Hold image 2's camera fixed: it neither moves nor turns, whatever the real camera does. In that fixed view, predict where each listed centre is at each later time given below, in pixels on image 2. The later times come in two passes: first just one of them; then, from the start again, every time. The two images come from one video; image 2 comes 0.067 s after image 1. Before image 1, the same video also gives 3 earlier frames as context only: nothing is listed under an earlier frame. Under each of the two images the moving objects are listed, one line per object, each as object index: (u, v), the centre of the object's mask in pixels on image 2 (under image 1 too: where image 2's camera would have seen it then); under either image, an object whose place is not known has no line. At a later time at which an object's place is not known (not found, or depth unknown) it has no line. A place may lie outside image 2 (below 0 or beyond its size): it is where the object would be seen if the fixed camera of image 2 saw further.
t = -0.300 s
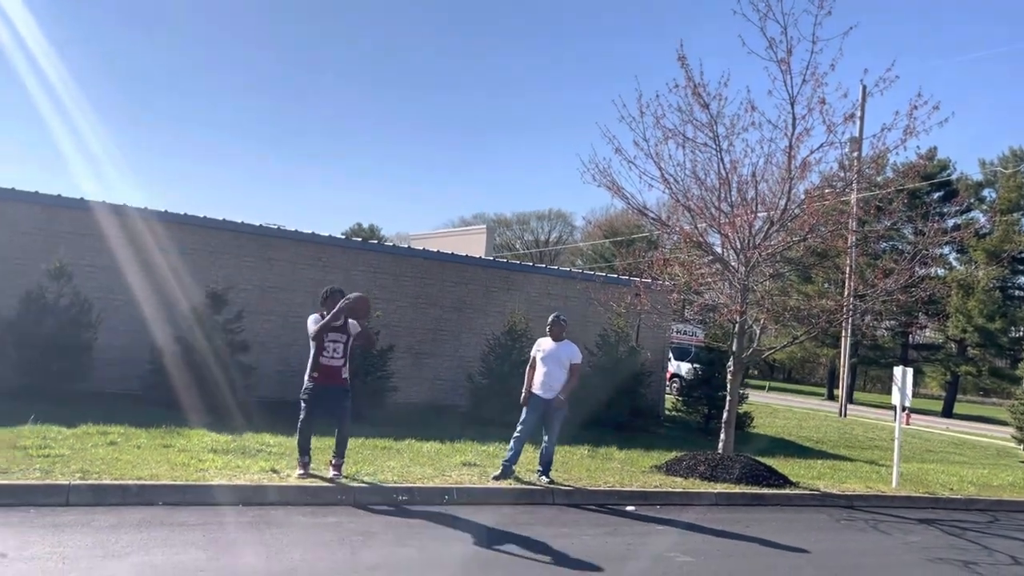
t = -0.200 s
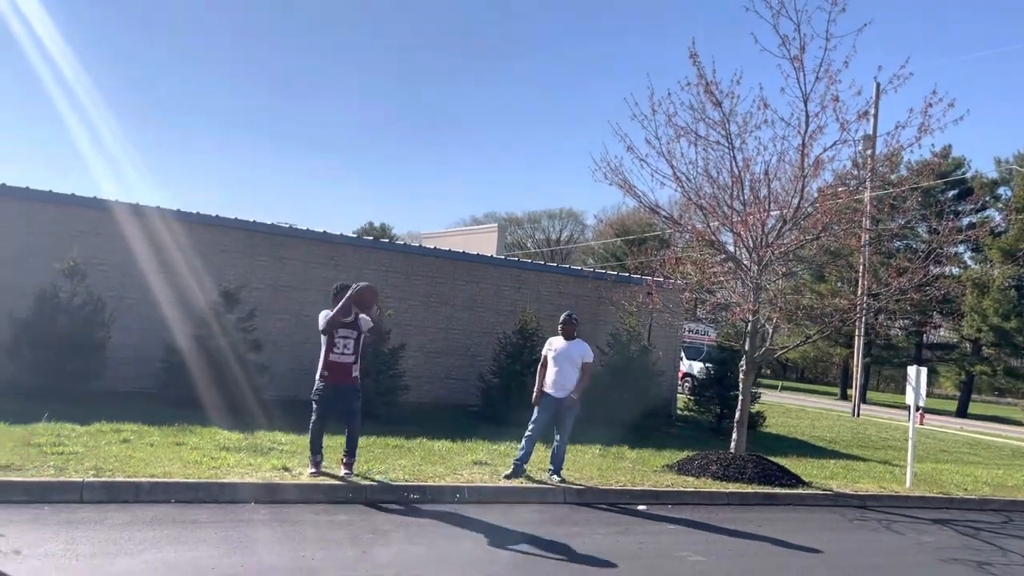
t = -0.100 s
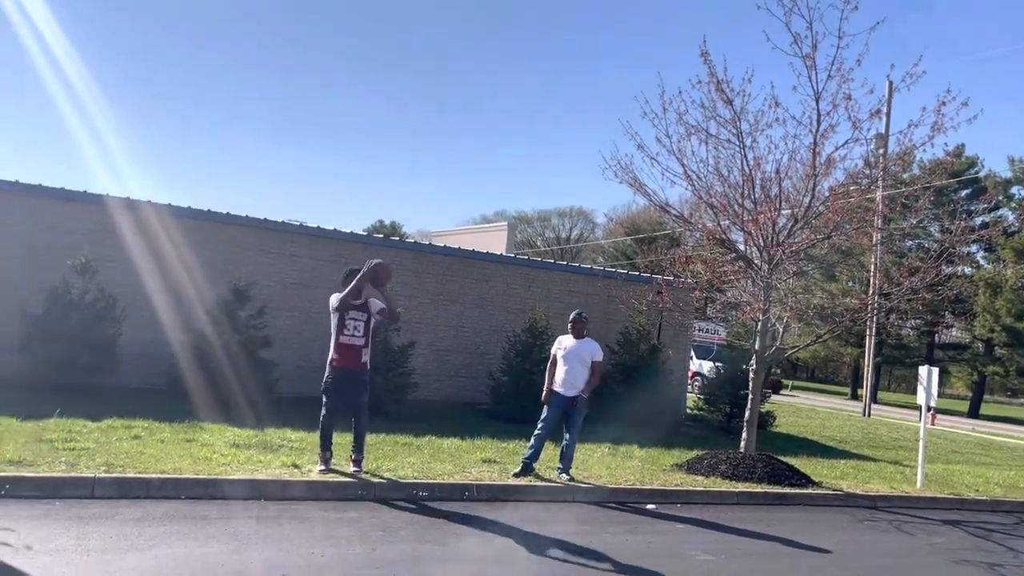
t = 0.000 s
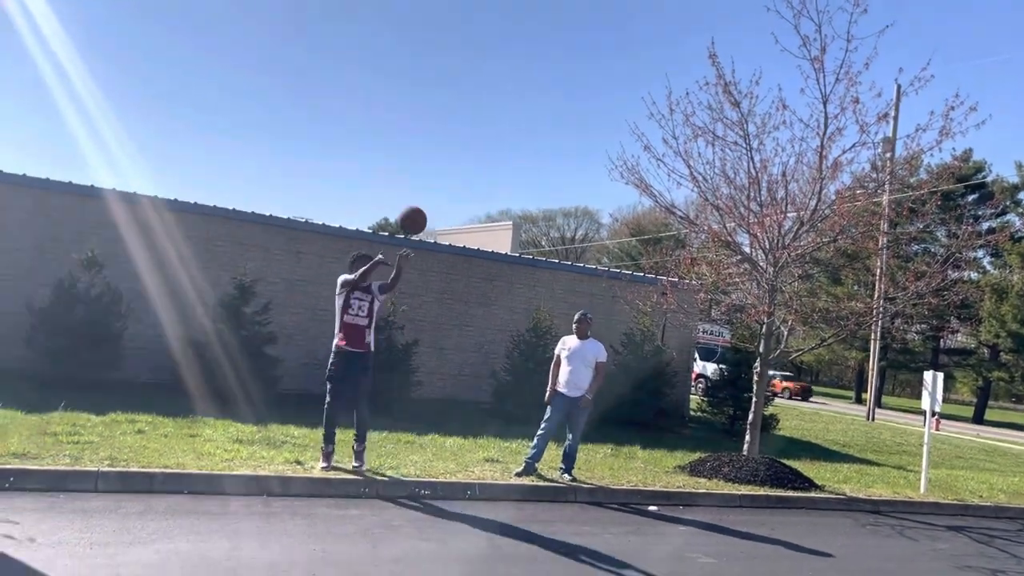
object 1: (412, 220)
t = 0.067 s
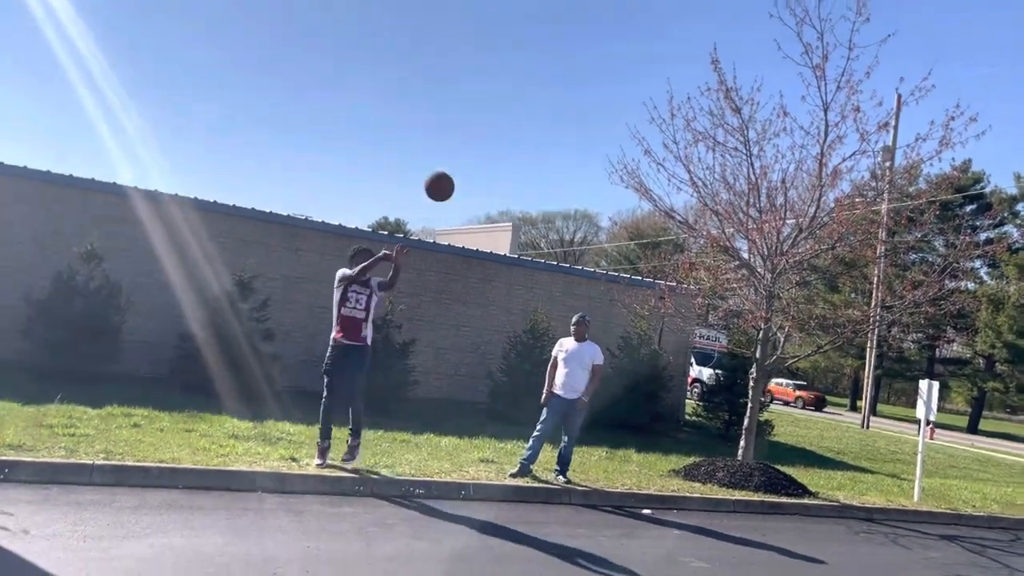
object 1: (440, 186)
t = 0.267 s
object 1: (533, 102)
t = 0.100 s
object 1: (454, 171)
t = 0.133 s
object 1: (469, 156)
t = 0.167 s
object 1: (483, 142)
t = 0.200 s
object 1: (499, 128)
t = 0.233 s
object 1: (516, 115)
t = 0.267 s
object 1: (533, 102)
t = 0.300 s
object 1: (551, 90)
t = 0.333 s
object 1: (570, 80)
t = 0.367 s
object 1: (589, 70)
